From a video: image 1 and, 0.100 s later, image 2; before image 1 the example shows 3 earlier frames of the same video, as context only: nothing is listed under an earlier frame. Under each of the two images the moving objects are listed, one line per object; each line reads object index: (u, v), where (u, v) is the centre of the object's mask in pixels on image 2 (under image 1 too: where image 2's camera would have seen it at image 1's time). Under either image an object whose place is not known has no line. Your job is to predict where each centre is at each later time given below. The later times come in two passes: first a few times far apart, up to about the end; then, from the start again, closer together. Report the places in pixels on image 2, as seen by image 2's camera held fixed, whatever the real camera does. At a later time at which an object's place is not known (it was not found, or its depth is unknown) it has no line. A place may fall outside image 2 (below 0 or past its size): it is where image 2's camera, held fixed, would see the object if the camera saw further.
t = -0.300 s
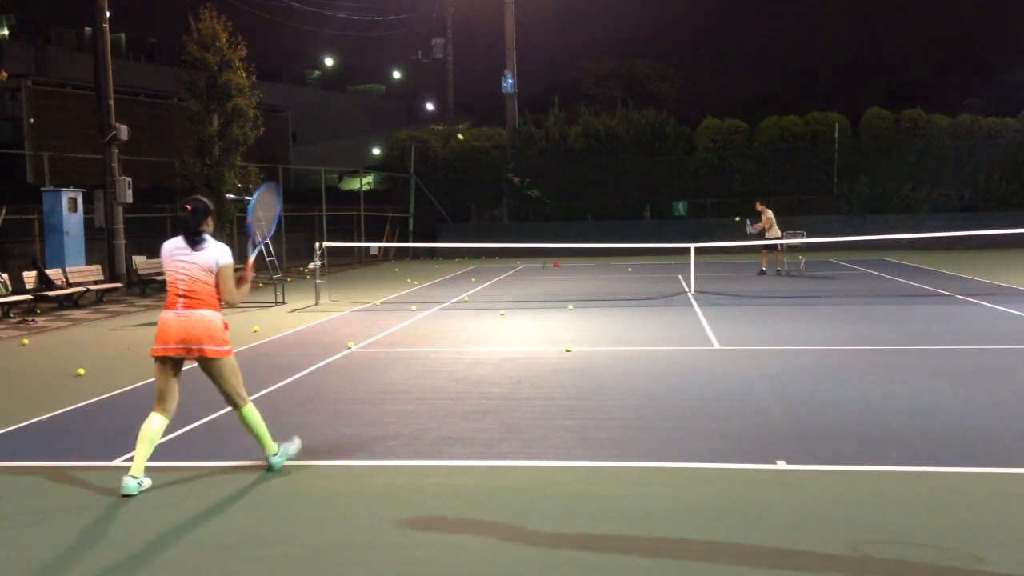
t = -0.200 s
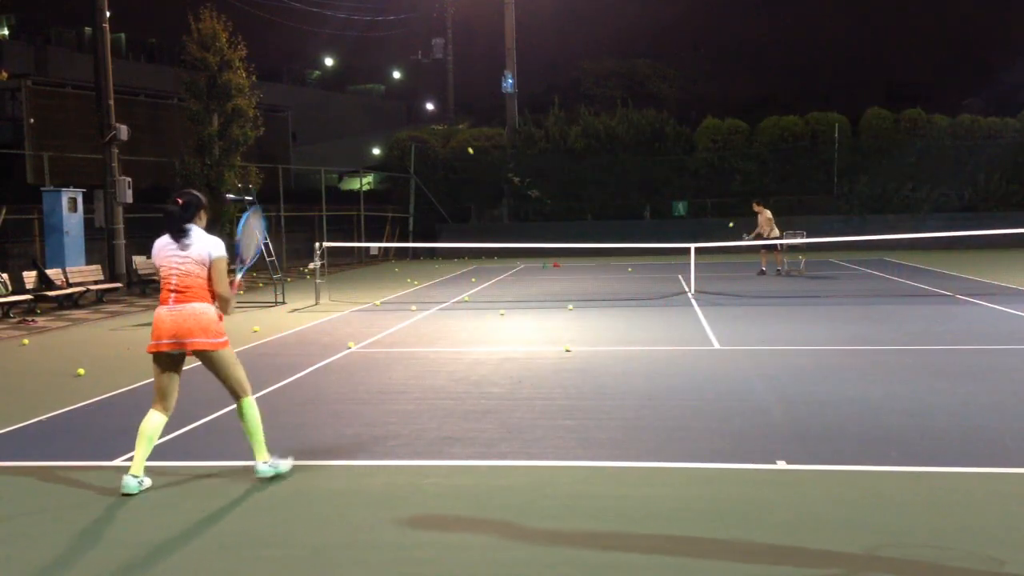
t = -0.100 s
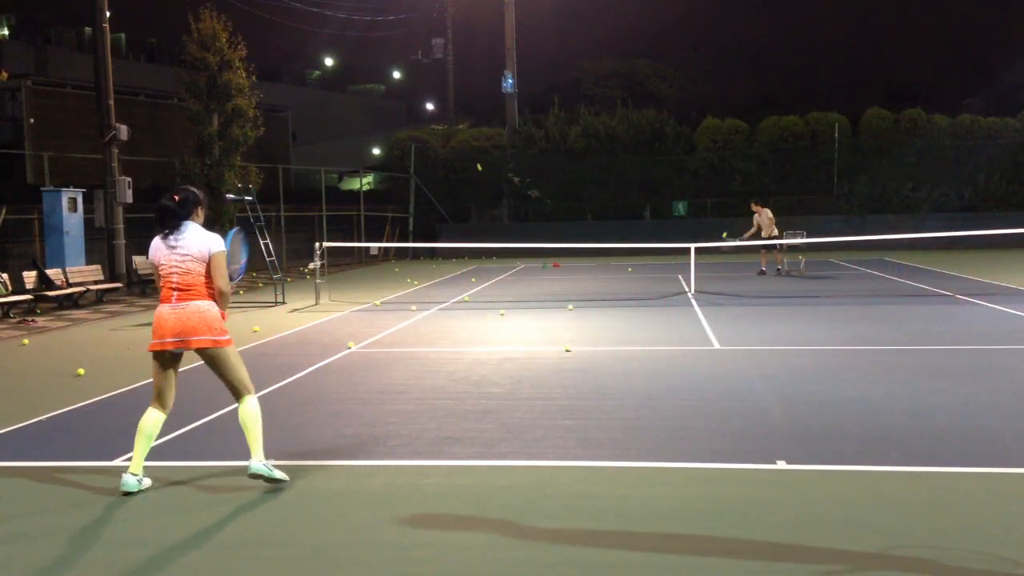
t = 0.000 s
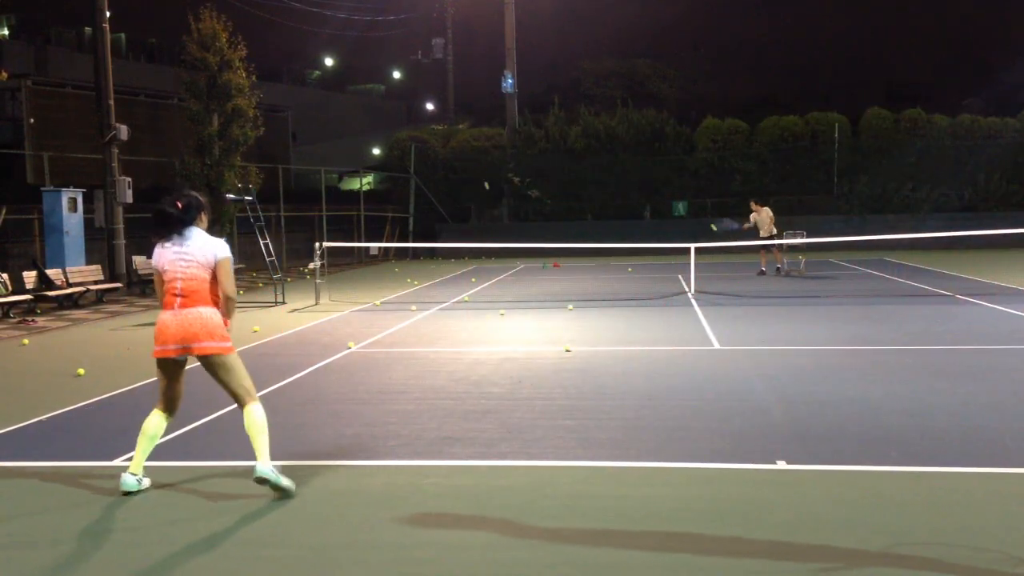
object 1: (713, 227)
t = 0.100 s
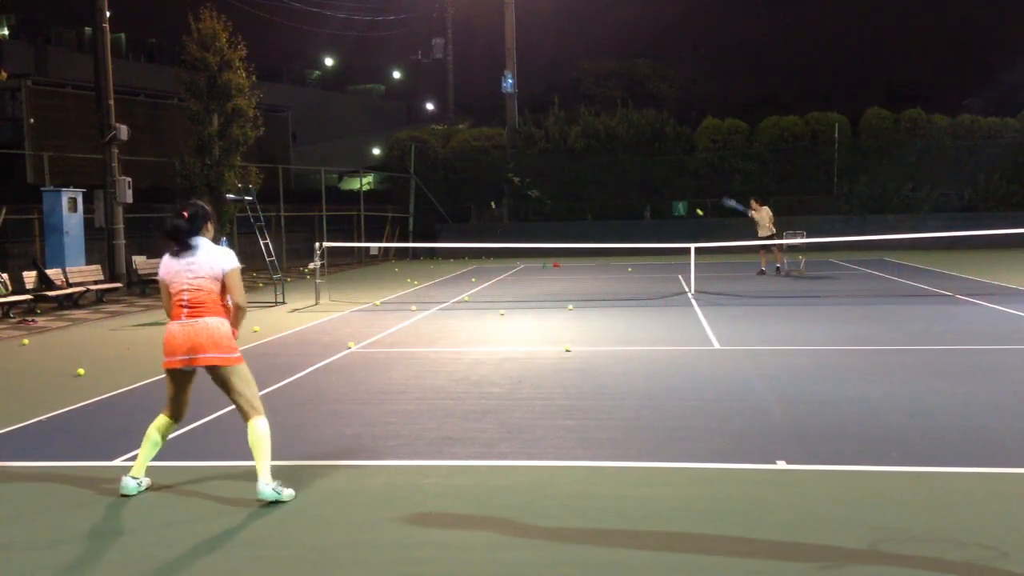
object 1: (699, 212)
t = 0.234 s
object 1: (678, 198)
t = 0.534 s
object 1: (614, 204)
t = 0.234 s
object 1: (678, 198)
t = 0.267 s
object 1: (671, 196)
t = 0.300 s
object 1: (665, 194)
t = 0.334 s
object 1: (659, 193)
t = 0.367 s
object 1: (652, 193)
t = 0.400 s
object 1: (645, 194)
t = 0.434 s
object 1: (638, 195)
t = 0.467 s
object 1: (630, 197)
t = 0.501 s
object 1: (623, 200)
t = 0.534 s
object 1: (614, 204)
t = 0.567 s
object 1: (605, 209)
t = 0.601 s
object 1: (596, 215)
